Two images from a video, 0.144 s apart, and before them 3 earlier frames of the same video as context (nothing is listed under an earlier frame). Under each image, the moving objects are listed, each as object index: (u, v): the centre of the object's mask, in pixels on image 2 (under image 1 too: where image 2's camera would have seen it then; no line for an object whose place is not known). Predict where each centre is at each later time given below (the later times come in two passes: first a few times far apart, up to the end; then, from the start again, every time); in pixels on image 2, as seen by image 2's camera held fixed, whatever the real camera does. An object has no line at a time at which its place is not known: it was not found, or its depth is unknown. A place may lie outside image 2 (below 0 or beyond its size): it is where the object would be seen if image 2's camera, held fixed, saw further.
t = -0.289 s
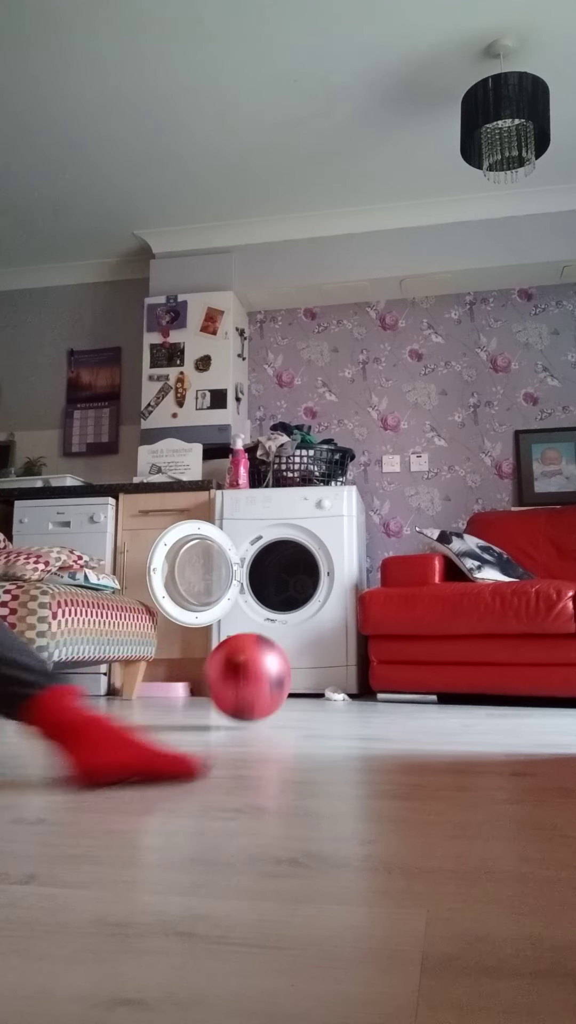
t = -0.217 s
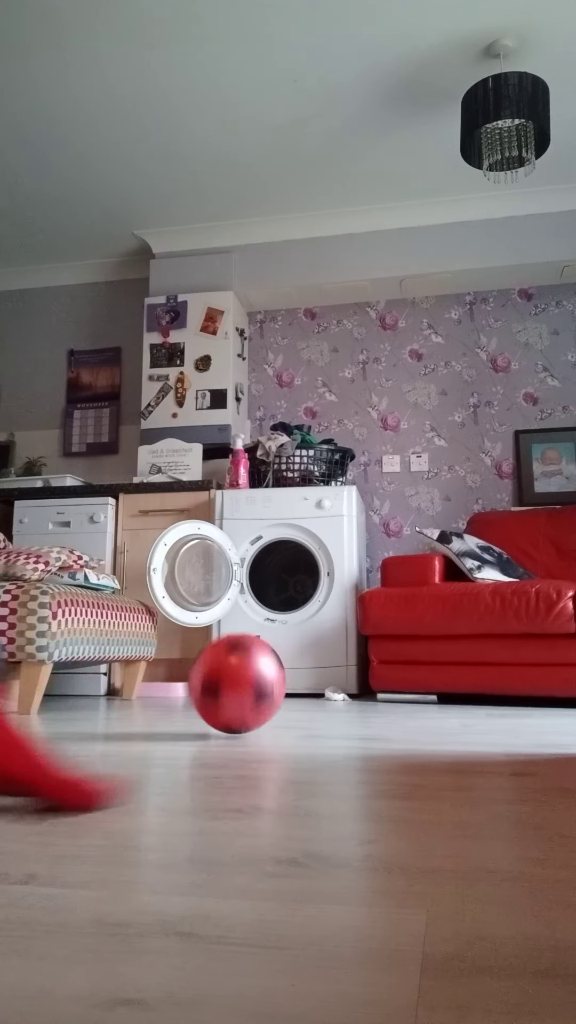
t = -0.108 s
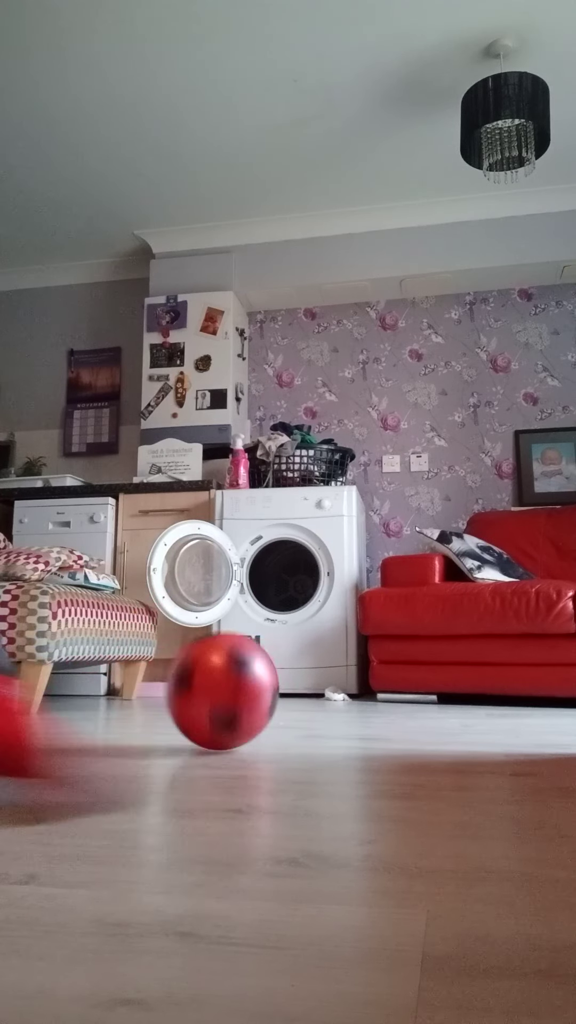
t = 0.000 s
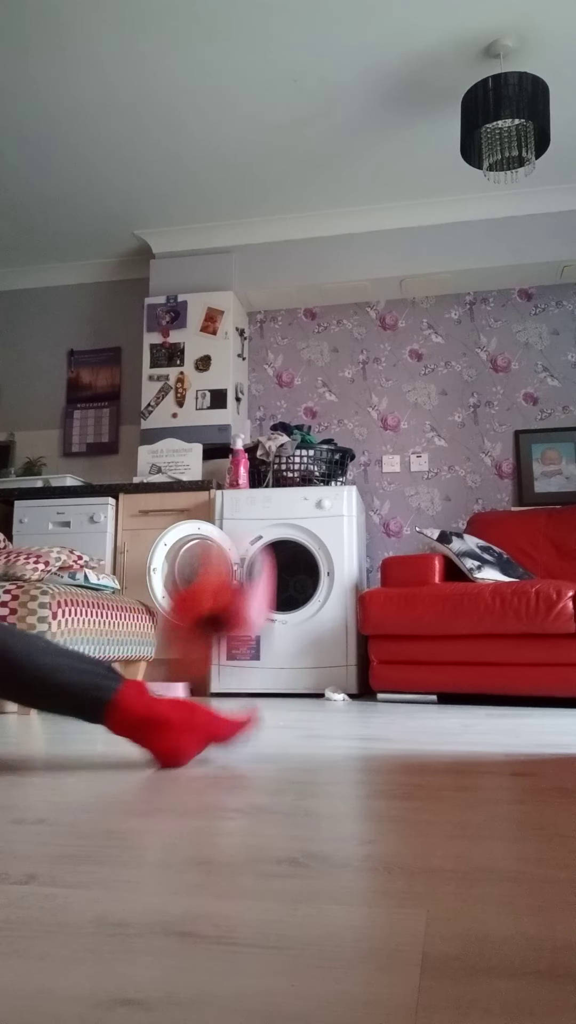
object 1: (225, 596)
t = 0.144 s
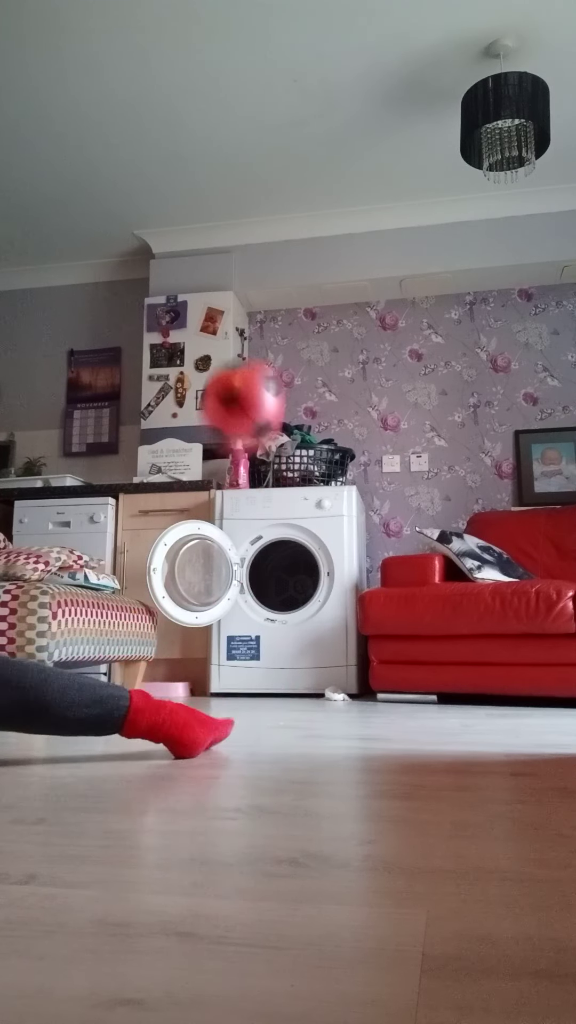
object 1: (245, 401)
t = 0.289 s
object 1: (253, 341)
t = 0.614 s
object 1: (257, 430)
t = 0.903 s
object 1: (212, 470)
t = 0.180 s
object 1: (247, 380)
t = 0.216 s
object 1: (251, 350)
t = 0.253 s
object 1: (252, 344)
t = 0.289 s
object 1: (253, 341)
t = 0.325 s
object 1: (253, 341)
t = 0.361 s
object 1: (254, 343)
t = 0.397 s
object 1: (254, 348)
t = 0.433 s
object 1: (255, 358)
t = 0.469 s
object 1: (256, 369)
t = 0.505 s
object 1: (256, 382)
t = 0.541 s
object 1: (256, 395)
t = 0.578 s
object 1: (255, 410)
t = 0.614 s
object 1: (257, 430)
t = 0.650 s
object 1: (255, 451)
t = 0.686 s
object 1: (255, 468)
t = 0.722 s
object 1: (251, 471)
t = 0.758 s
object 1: (241, 462)
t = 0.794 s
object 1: (235, 460)
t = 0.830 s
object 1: (229, 461)
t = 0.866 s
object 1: (221, 464)
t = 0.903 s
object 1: (212, 470)
